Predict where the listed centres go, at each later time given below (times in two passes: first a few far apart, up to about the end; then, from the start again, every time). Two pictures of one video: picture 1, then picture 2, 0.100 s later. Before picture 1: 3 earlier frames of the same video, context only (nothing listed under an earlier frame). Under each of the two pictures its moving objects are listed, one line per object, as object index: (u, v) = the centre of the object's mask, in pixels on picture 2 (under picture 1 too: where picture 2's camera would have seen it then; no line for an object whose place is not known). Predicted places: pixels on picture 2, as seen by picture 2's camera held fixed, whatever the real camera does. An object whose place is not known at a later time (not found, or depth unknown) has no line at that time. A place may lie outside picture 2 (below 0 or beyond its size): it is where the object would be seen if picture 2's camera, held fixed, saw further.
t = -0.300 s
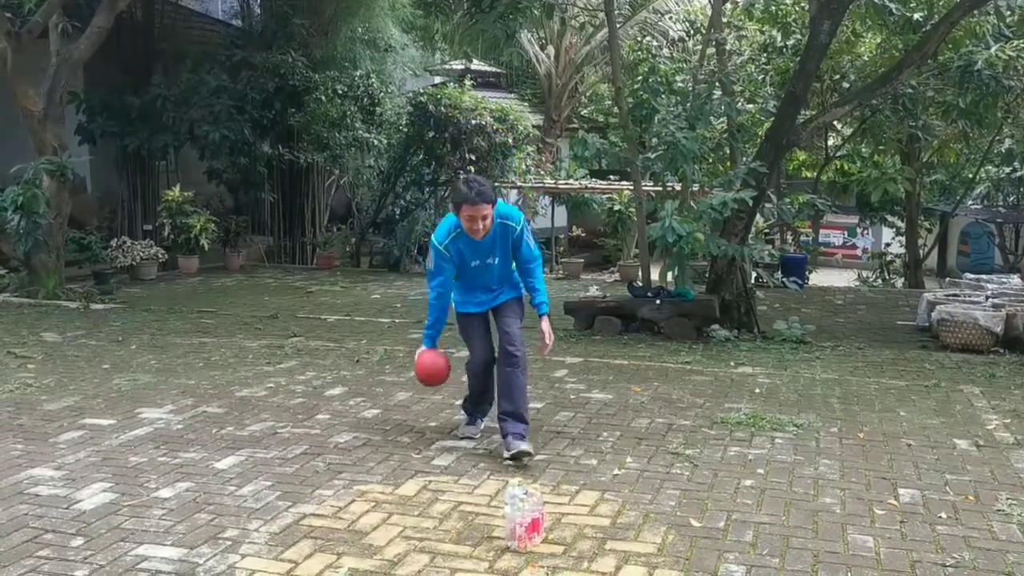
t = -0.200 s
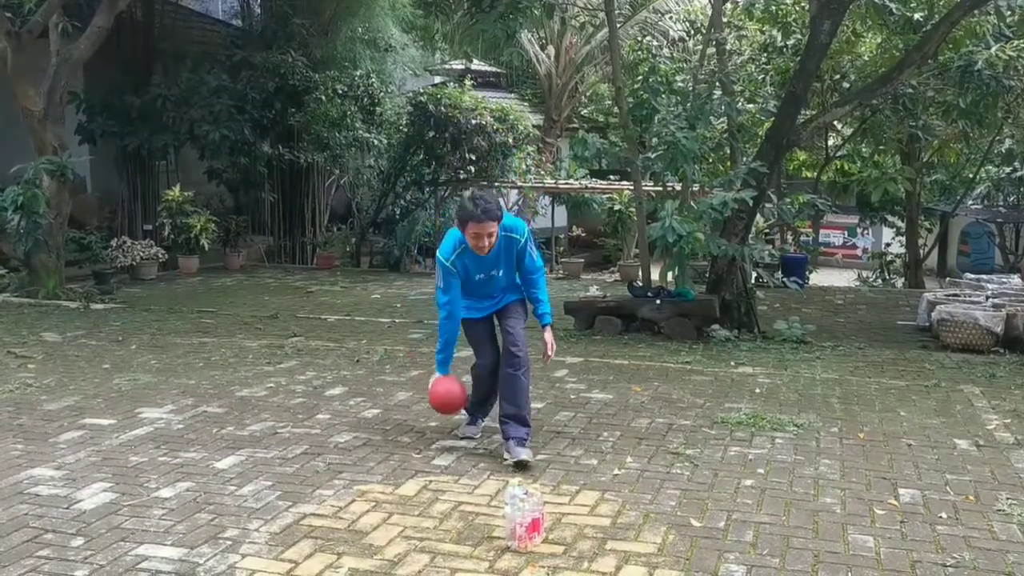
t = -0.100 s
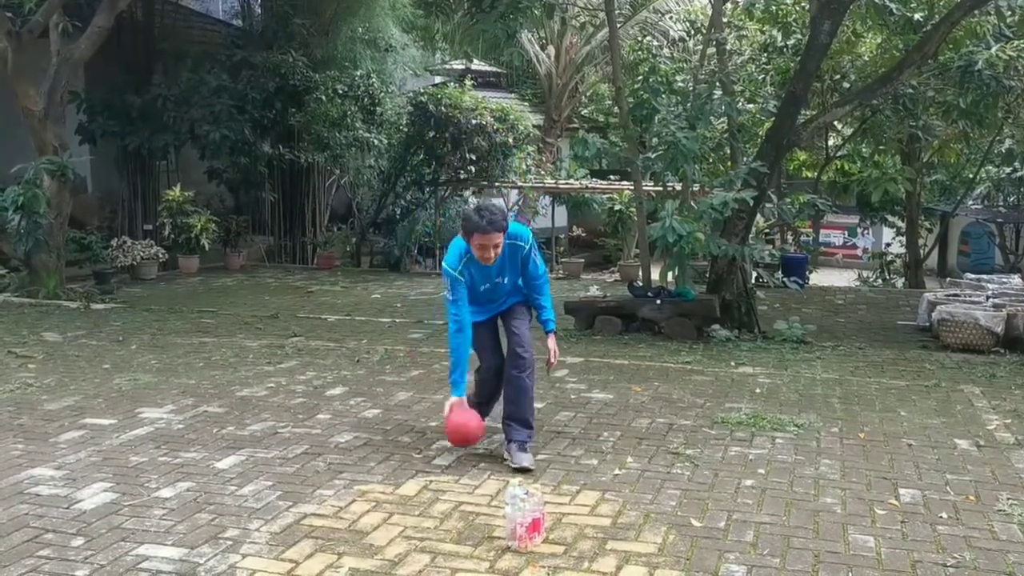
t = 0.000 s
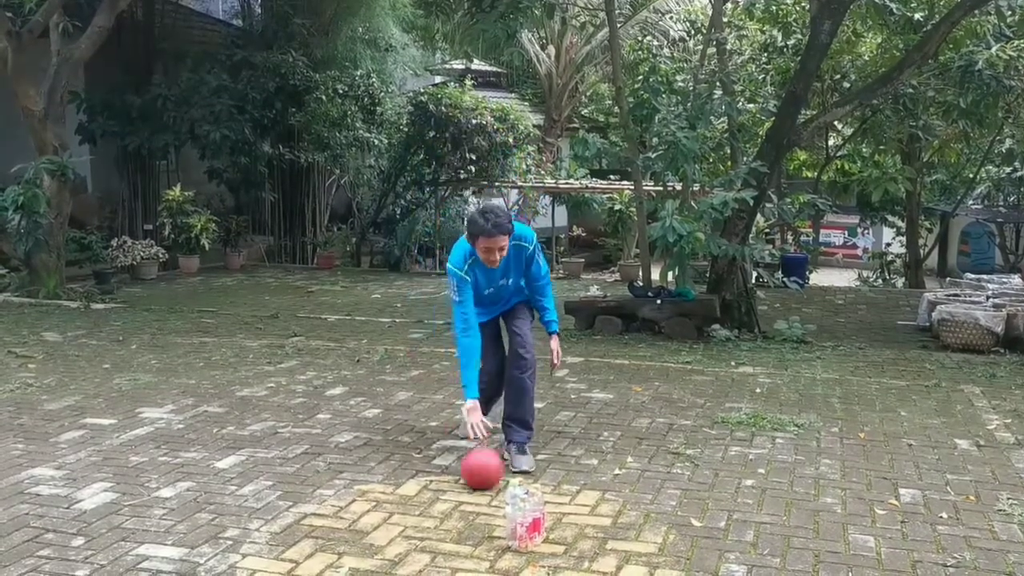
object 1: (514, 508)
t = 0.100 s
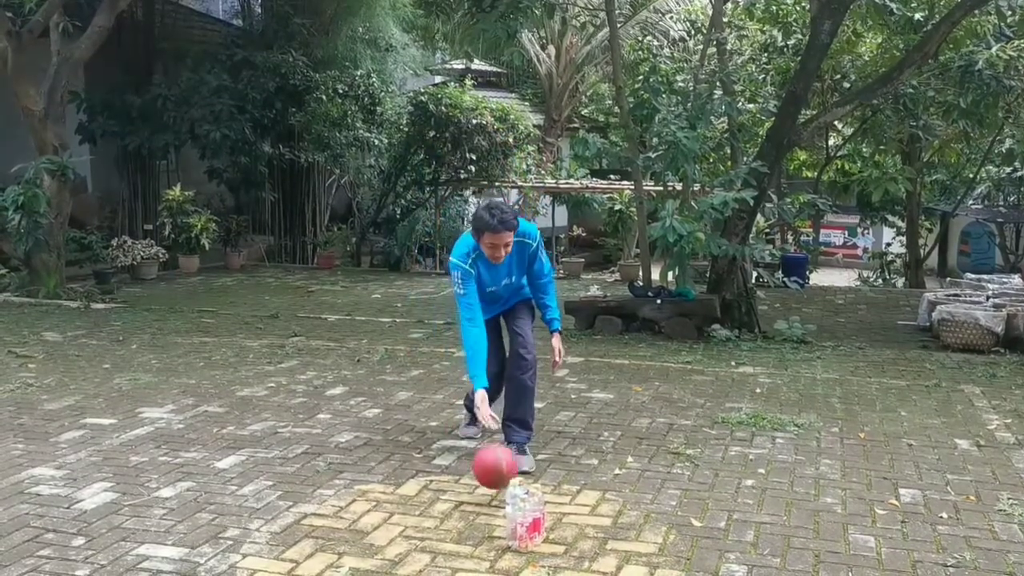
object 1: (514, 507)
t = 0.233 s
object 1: (513, 510)
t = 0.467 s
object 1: (470, 555)
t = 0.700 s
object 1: (449, 549)
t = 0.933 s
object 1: (437, 549)
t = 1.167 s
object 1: (429, 558)
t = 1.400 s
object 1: (426, 556)
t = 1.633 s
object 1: (419, 557)
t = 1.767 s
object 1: (416, 556)
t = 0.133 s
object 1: (514, 508)
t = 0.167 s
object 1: (514, 508)
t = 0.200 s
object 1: (514, 508)
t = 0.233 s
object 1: (513, 510)
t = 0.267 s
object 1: (506, 517)
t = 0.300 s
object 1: (498, 522)
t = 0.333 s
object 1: (491, 528)
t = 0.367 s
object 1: (484, 532)
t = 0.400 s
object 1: (479, 539)
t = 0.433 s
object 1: (474, 545)
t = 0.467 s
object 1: (470, 555)
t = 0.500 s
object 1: (465, 561)
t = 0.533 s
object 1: (461, 557)
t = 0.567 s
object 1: (459, 547)
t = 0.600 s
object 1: (457, 545)
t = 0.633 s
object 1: (453, 544)
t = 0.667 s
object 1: (451, 544)
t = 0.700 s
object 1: (449, 549)
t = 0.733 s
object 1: (446, 555)
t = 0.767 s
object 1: (443, 557)
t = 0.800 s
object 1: (443, 557)
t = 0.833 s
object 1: (440, 552)
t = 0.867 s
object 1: (439, 549)
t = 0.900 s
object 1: (438, 548)
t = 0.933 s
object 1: (437, 549)
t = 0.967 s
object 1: (435, 554)
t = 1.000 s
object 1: (434, 557)
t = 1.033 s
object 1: (434, 556)
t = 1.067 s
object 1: (432, 554)
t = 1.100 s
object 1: (431, 554)
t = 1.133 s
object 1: (430, 555)
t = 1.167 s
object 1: (429, 558)
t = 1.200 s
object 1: (430, 556)
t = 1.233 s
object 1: (429, 555)
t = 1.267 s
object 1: (429, 555)
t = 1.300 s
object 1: (428, 557)
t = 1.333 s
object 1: (427, 556)
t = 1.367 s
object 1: (427, 556)
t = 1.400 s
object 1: (426, 556)
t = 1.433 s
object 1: (426, 556)
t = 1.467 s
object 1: (424, 556)
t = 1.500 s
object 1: (423, 557)
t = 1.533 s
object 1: (423, 557)
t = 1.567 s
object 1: (421, 557)
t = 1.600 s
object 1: (420, 557)
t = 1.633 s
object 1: (419, 557)
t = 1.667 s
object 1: (418, 557)
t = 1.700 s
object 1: (417, 557)
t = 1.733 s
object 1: (417, 557)
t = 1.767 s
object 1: (416, 556)
